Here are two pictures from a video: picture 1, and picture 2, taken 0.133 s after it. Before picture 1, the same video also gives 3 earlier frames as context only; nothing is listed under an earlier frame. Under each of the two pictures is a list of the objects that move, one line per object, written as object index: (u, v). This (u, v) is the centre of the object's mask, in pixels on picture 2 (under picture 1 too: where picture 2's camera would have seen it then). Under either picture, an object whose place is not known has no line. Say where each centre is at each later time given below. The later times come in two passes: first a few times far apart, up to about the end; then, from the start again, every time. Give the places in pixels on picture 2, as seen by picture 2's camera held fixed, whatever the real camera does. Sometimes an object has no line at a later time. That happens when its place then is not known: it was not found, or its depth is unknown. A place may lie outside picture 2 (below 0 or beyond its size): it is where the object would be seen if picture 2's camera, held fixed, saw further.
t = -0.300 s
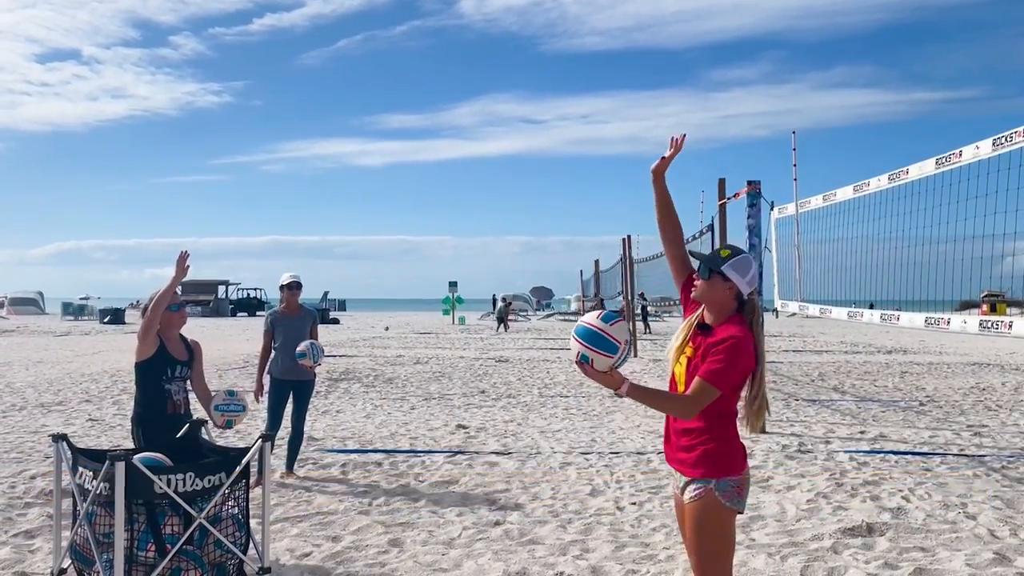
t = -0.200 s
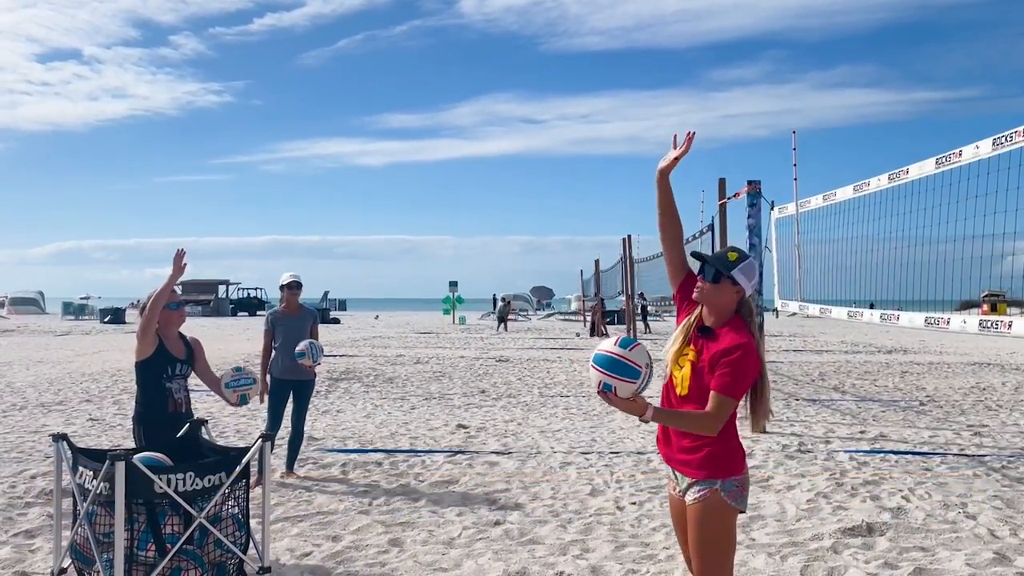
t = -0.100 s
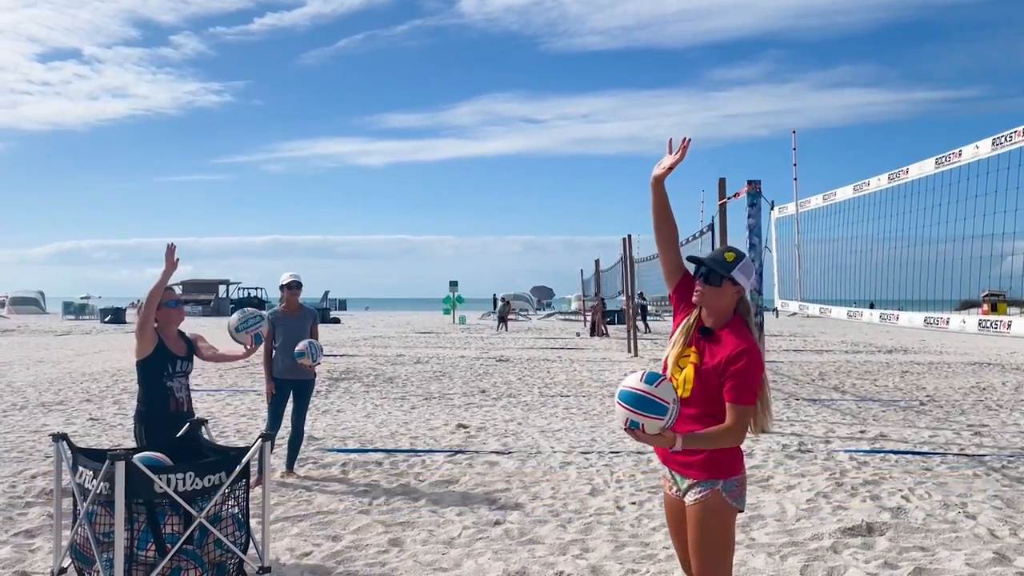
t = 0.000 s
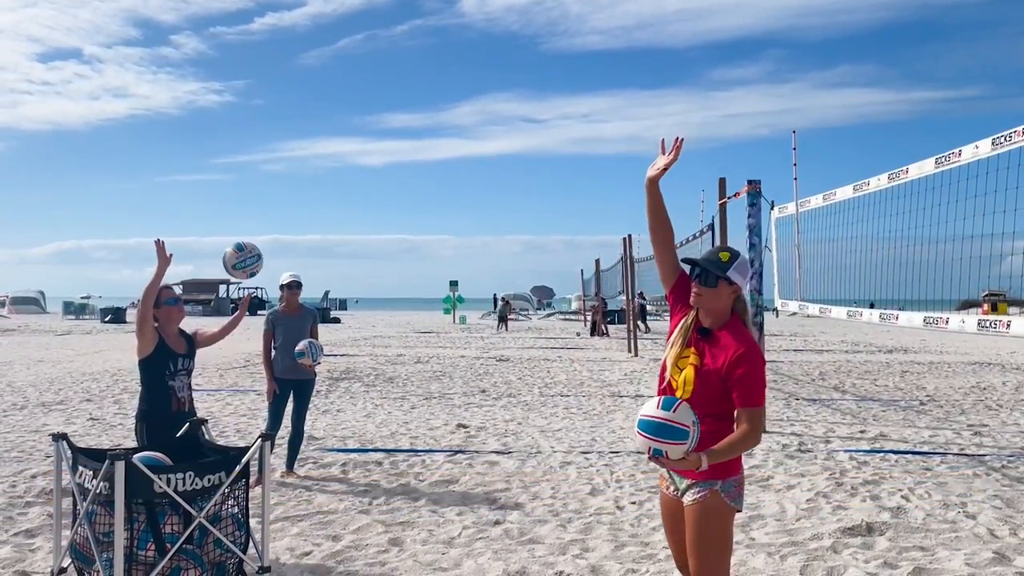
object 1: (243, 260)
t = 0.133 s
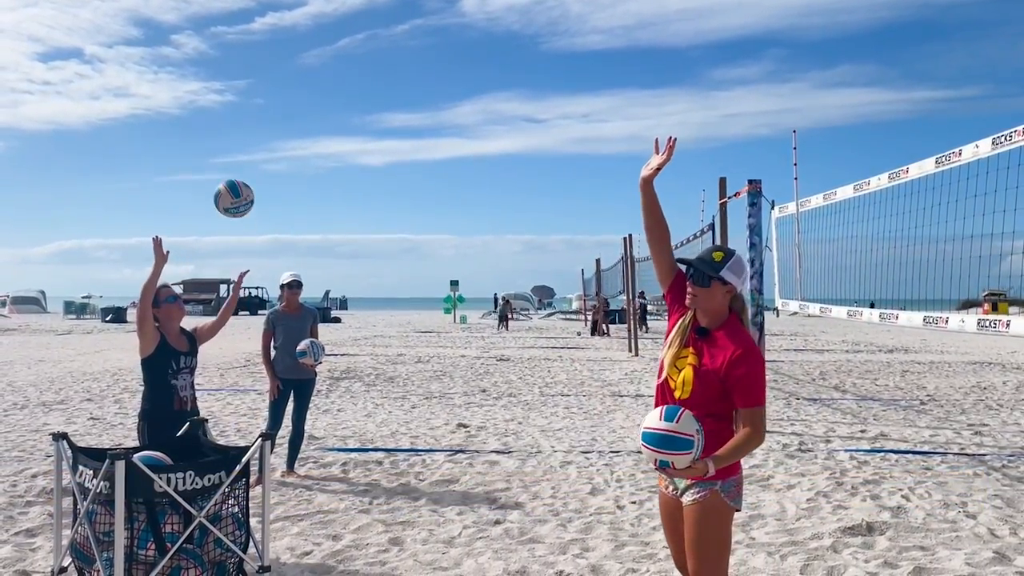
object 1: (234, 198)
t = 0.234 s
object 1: (226, 173)
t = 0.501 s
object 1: (204, 188)
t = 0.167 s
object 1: (231, 188)
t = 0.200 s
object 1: (229, 179)
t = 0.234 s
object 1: (226, 173)
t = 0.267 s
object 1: (223, 168)
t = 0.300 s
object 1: (221, 165)
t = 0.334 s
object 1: (218, 164)
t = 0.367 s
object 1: (215, 165)
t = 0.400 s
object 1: (212, 168)
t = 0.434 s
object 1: (210, 173)
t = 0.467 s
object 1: (207, 179)
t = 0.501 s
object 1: (204, 188)
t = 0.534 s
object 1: (201, 198)
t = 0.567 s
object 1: (198, 211)
